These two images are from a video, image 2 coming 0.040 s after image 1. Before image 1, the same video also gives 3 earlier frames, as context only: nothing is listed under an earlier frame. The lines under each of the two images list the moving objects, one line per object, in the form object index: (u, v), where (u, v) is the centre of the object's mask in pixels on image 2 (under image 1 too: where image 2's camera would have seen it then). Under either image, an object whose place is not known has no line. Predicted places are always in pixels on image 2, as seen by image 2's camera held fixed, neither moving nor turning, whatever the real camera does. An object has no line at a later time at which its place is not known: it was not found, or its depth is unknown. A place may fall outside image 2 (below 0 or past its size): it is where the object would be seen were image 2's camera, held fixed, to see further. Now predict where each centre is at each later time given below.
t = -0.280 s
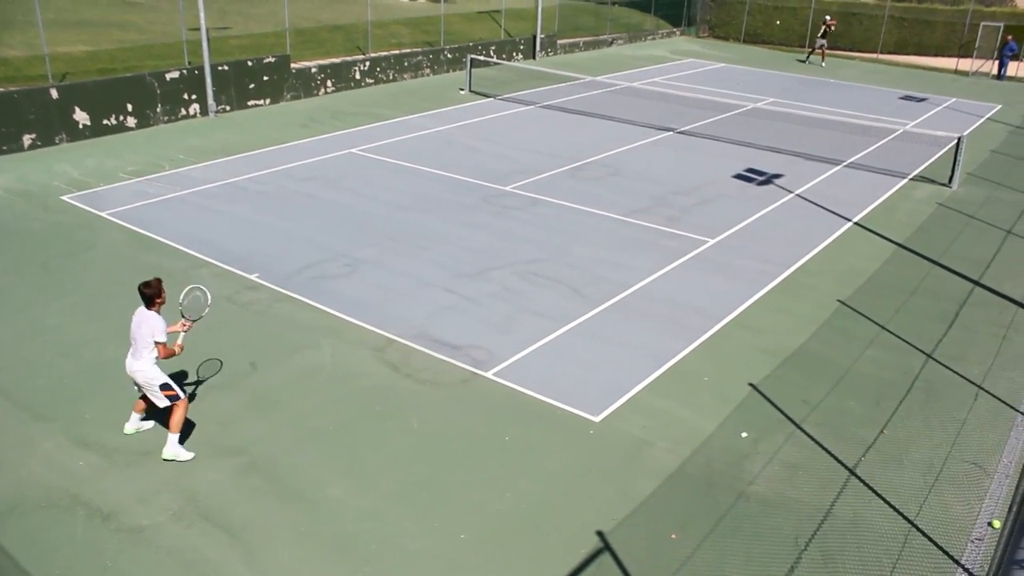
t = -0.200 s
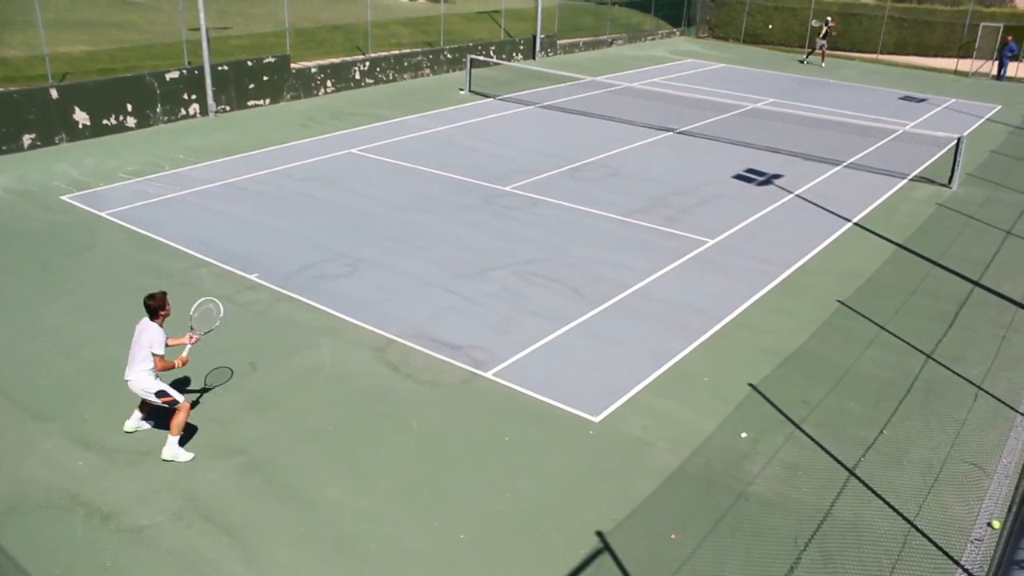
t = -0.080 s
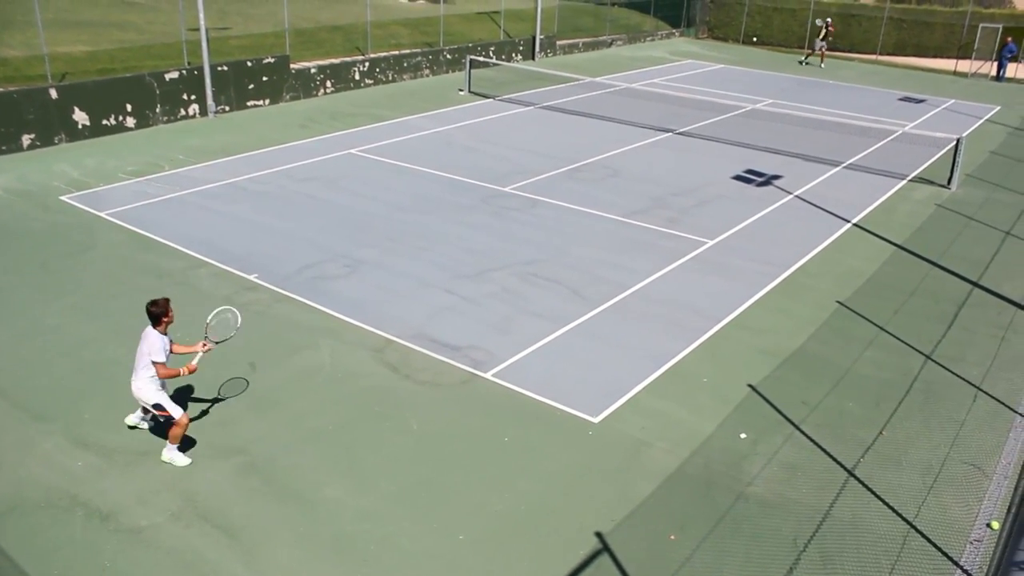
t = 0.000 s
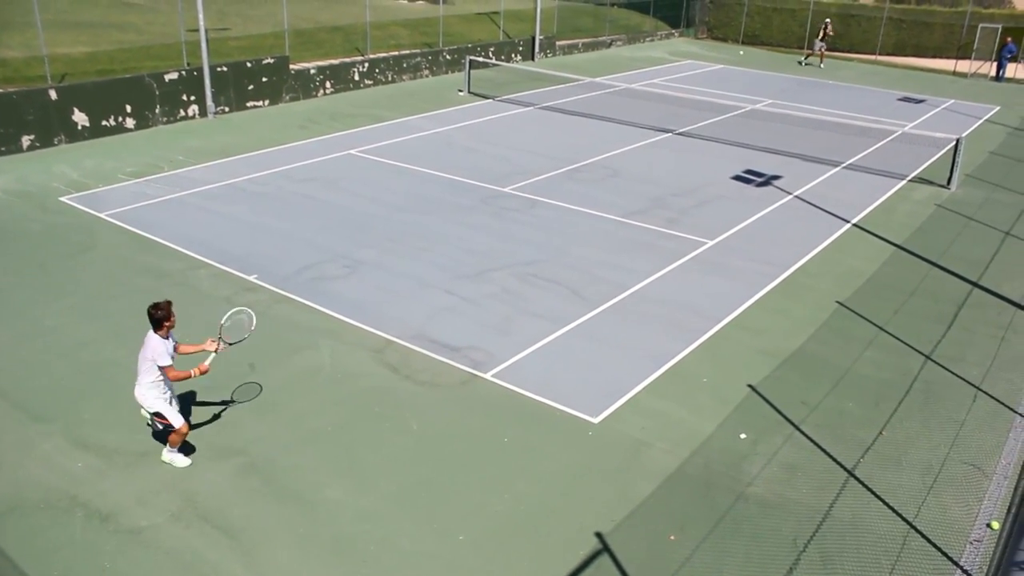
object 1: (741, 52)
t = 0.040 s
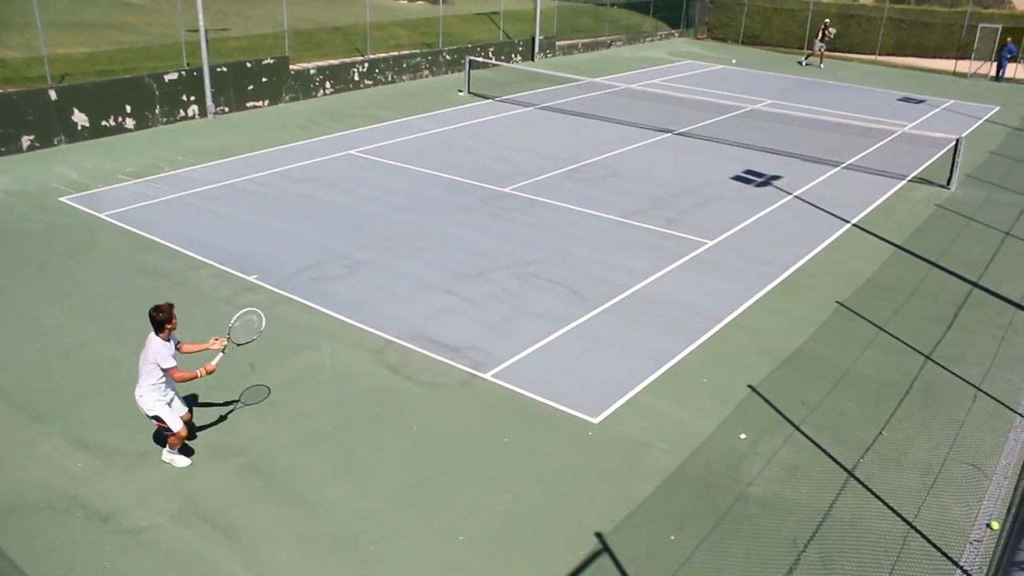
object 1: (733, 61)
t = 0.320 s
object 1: (658, 169)
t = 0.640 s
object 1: (550, 249)
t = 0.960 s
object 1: (404, 319)
